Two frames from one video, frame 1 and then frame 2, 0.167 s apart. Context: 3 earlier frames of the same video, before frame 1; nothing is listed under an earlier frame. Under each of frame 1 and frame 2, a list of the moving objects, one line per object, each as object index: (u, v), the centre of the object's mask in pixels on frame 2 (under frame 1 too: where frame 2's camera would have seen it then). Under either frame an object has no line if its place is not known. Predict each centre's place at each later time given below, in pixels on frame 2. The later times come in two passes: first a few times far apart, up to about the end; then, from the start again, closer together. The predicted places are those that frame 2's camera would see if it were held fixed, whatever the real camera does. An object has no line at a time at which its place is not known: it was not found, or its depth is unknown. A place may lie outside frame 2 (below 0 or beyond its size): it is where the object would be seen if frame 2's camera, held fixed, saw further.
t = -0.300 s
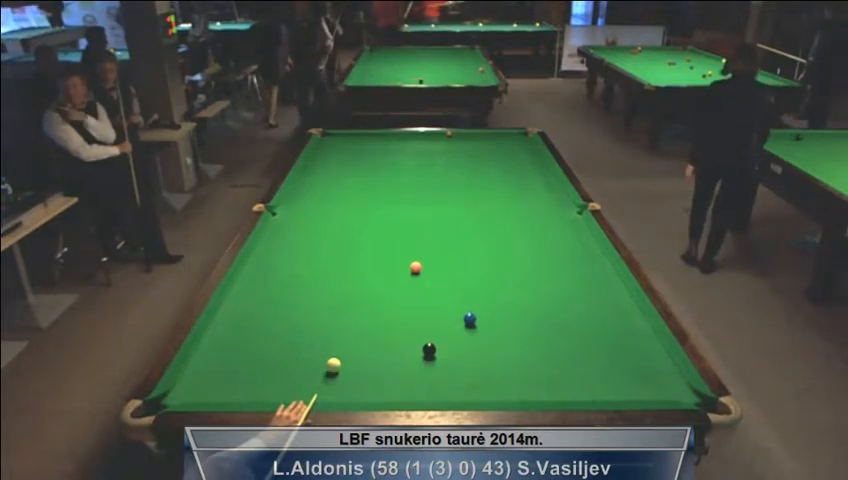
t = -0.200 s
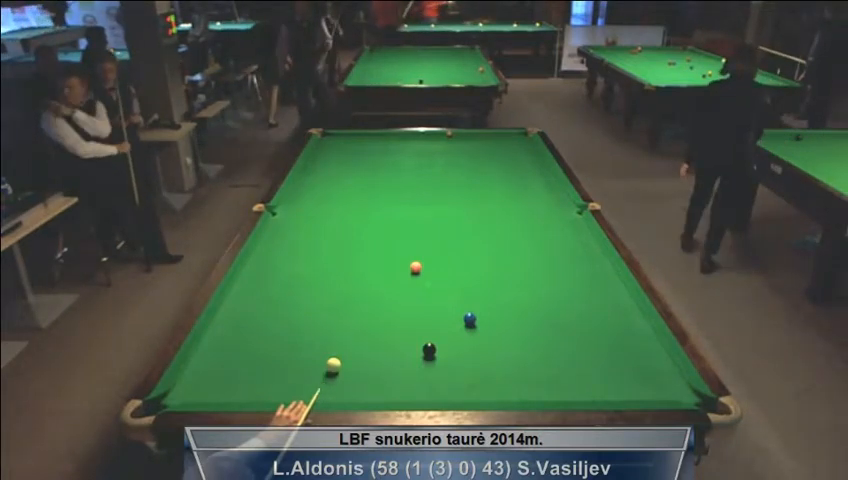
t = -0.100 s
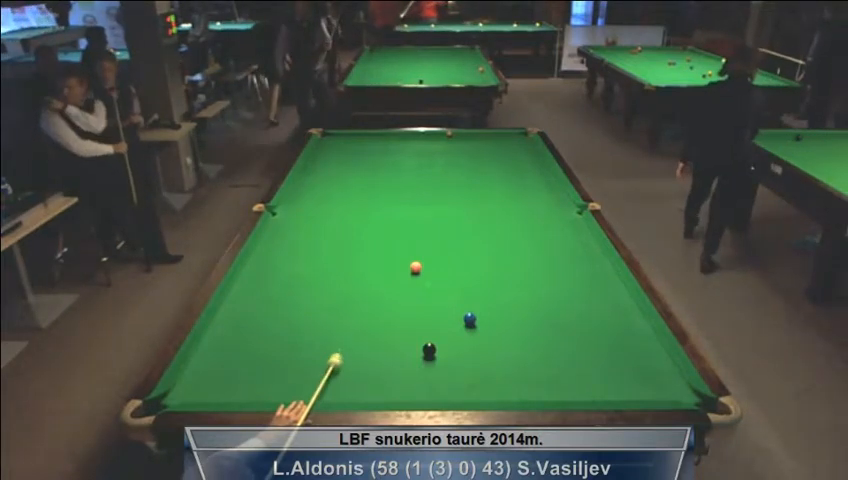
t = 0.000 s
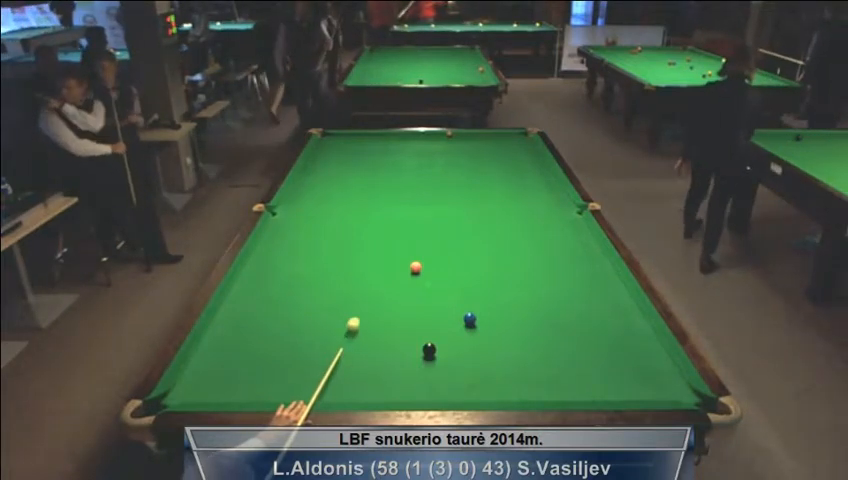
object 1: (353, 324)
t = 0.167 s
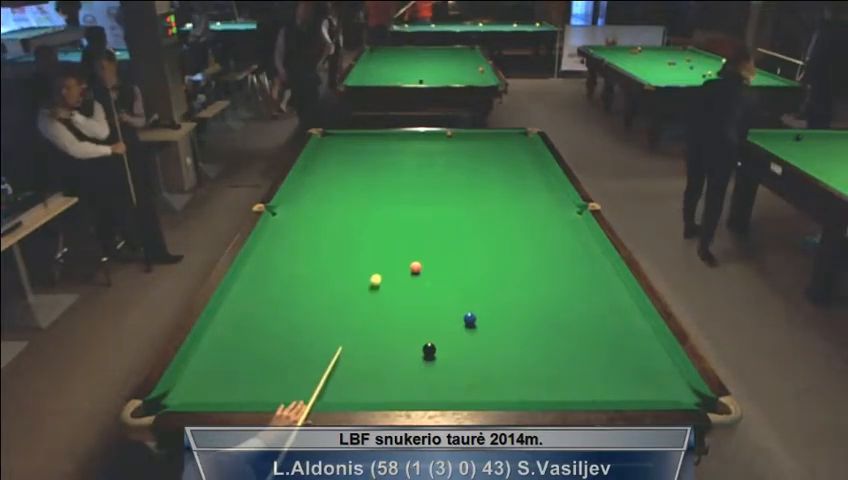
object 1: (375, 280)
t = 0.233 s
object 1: (382, 266)
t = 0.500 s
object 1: (405, 221)
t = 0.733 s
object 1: (420, 191)
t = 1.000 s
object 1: (433, 164)
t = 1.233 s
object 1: (442, 146)
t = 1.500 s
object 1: (441, 137)
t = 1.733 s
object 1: (427, 139)
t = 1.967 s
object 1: (414, 140)
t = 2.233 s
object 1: (403, 141)
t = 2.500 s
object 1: (392, 141)
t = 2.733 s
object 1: (382, 142)
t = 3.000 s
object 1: (372, 143)
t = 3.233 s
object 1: (364, 144)
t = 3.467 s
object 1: (356, 144)
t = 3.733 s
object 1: (349, 144)
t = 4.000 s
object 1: (343, 145)
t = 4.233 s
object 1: (338, 146)
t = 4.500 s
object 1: (333, 146)
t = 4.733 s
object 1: (330, 146)
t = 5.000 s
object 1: (327, 146)
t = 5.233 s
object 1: (325, 146)
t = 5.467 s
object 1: (323, 146)
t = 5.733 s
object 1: (323, 146)
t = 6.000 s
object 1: (323, 146)
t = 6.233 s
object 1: (323, 147)
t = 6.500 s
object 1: (323, 147)
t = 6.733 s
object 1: (323, 147)
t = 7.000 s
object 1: (323, 147)
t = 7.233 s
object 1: (323, 147)
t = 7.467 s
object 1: (323, 147)
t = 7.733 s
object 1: (323, 147)
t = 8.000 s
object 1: (323, 147)
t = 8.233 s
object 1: (323, 147)
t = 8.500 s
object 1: (322, 147)
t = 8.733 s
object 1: (322, 147)
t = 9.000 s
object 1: (323, 147)
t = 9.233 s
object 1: (323, 147)
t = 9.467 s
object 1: (323, 147)
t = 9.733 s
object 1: (323, 147)
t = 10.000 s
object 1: (322, 147)
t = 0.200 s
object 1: (379, 273)
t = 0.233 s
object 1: (382, 266)
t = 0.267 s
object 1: (386, 259)
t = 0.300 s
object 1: (389, 253)
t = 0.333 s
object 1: (392, 247)
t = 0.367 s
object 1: (394, 242)
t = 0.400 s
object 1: (398, 236)
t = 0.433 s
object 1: (400, 231)
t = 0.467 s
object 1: (403, 226)
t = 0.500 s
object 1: (405, 221)
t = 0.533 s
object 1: (407, 216)
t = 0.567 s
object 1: (410, 211)
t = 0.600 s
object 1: (412, 207)
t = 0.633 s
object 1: (414, 203)
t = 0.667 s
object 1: (416, 199)
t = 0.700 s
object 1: (418, 195)
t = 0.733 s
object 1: (420, 191)
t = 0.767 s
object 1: (422, 187)
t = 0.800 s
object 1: (424, 184)
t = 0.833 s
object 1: (425, 180)
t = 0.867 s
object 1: (427, 177)
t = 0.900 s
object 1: (429, 173)
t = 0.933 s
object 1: (430, 170)
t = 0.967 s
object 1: (432, 167)
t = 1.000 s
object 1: (433, 164)
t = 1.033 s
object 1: (434, 161)
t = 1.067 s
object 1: (435, 158)
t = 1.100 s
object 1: (437, 156)
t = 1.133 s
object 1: (438, 153)
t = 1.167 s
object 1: (440, 150)
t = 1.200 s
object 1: (441, 148)
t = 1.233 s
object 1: (442, 146)
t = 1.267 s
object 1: (443, 143)
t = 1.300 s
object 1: (444, 141)
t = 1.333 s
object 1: (445, 139)
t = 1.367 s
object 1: (446, 137)
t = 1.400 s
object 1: (447, 135)
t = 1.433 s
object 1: (446, 135)
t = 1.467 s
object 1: (443, 136)
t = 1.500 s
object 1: (441, 137)
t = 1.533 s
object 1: (438, 137)
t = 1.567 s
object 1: (436, 138)
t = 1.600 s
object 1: (434, 138)
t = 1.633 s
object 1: (432, 138)
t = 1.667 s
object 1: (430, 138)
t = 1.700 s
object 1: (429, 138)
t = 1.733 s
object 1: (427, 139)
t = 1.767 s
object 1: (425, 139)
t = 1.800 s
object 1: (423, 139)
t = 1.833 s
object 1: (422, 139)
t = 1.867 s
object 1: (420, 139)
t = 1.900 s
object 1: (418, 139)
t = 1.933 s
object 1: (417, 140)
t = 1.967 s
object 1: (414, 140)
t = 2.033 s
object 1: (412, 140)
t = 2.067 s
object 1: (411, 140)
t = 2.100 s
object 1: (409, 140)
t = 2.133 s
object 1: (407, 140)
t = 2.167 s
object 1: (406, 140)
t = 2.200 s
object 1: (404, 140)
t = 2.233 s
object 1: (403, 141)
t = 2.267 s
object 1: (401, 141)
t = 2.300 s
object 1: (400, 141)
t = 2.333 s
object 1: (399, 141)
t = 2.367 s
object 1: (397, 141)
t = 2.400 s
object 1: (396, 141)
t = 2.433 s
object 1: (394, 141)
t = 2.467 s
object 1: (393, 141)
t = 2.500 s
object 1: (392, 141)
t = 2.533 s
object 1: (390, 142)
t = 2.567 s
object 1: (387, 142)
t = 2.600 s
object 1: (386, 142)
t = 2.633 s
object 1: (385, 142)
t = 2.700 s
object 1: (383, 142)
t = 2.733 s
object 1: (382, 142)
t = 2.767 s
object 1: (381, 142)
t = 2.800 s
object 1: (379, 143)
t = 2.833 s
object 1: (378, 142)
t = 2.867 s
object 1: (377, 143)
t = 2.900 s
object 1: (376, 143)
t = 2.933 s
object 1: (374, 143)
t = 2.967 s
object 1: (373, 143)
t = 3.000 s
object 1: (372, 143)
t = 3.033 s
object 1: (371, 143)
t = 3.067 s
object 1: (370, 143)
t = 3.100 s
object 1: (368, 143)
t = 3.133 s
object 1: (368, 143)
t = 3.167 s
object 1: (366, 143)
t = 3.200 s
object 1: (365, 143)
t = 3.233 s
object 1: (364, 144)
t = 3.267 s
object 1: (363, 144)
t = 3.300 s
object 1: (362, 144)
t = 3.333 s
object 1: (361, 144)
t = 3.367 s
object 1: (360, 144)
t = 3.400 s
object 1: (359, 144)
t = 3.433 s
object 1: (358, 144)
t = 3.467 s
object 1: (356, 144)
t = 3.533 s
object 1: (355, 144)
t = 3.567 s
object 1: (354, 144)
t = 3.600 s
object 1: (353, 145)
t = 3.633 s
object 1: (352, 144)
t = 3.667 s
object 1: (351, 144)
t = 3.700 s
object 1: (350, 144)
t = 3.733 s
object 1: (349, 144)
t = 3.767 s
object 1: (349, 145)
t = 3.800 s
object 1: (348, 145)
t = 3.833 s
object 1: (347, 145)
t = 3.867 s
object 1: (345, 145)
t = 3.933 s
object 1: (345, 145)
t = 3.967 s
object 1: (344, 145)
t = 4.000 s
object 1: (343, 145)
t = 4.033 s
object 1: (342, 145)
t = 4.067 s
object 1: (341, 145)
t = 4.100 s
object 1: (341, 146)
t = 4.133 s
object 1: (340, 145)
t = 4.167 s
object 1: (339, 145)
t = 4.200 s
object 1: (339, 146)
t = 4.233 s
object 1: (338, 146)
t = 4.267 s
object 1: (337, 146)
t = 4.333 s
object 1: (336, 146)
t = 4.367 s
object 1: (335, 146)
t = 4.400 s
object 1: (335, 146)
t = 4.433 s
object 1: (334, 146)
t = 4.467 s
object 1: (333, 146)
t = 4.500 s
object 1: (333, 146)
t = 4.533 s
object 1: (333, 146)
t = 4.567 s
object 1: (332, 146)
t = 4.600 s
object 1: (332, 146)
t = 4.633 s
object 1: (331, 146)
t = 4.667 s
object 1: (330, 146)
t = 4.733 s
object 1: (330, 146)
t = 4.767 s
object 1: (329, 146)
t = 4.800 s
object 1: (329, 146)
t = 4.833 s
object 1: (328, 146)
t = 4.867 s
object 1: (328, 146)
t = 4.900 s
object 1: (328, 146)
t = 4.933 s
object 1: (327, 146)
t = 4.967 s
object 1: (327, 146)
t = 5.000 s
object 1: (327, 146)
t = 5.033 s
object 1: (326, 146)
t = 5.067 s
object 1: (326, 147)
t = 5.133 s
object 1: (326, 147)
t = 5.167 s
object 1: (325, 147)
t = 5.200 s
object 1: (325, 147)
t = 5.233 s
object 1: (325, 146)
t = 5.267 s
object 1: (325, 146)
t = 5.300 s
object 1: (324, 147)
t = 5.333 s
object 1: (324, 147)
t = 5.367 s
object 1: (324, 146)
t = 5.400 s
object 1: (324, 146)
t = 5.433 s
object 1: (324, 146)
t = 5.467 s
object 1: (323, 146)
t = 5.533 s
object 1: (323, 146)
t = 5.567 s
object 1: (323, 146)
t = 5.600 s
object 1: (323, 146)
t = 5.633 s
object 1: (323, 146)
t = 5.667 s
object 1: (323, 146)
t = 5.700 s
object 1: (323, 146)
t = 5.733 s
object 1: (323, 146)
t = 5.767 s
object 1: (323, 146)
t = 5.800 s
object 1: (323, 146)
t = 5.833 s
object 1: (323, 146)
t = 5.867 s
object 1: (323, 146)
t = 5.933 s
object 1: (323, 146)
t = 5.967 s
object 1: (323, 146)
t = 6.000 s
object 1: (323, 146)
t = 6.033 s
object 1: (323, 147)
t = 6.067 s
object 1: (323, 147)
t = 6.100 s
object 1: (323, 146)
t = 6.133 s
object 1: (323, 146)
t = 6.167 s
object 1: (323, 146)
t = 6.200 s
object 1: (323, 146)
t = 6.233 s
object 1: (323, 147)
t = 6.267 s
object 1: (323, 147)
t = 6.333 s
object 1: (323, 147)
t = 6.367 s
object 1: (323, 147)
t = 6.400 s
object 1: (323, 147)
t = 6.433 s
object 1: (323, 147)
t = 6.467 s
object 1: (323, 147)
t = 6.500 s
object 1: (323, 147)
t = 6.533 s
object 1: (323, 147)
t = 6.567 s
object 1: (323, 147)
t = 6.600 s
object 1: (323, 147)
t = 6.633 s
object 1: (323, 147)
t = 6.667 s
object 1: (323, 147)
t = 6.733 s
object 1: (323, 147)
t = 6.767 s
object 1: (323, 147)
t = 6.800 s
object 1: (323, 147)
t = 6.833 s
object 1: (323, 147)
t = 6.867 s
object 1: (323, 147)
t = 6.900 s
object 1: (323, 147)
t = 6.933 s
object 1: (323, 147)
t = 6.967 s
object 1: (323, 147)
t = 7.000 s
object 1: (323, 147)
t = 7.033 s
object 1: (323, 147)
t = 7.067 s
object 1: (323, 147)
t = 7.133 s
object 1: (323, 147)
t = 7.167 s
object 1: (323, 147)
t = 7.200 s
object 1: (323, 147)
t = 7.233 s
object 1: (323, 147)
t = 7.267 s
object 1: (323, 147)
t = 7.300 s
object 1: (323, 147)
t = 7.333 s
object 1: (323, 147)
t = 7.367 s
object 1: (323, 147)
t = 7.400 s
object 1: (323, 147)
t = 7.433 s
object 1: (323, 147)
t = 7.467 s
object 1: (323, 147)
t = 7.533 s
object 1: (323, 147)
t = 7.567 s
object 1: (323, 147)
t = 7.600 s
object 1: (323, 147)
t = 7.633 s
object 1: (323, 147)
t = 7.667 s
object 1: (323, 147)
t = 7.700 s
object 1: (323, 147)
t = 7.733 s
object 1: (323, 147)
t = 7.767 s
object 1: (323, 147)
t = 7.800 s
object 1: (323, 147)
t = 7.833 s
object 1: (323, 147)
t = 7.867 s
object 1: (323, 147)
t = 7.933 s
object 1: (323, 147)
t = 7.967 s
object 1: (323, 147)
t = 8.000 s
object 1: (323, 147)
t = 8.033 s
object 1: (323, 147)
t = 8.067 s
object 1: (323, 147)
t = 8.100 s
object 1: (323, 147)
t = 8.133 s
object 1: (323, 147)
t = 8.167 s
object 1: (323, 147)
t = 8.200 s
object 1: (323, 147)
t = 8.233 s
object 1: (323, 147)
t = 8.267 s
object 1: (323, 147)
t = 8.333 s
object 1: (322, 147)
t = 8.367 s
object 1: (323, 147)
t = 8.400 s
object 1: (322, 147)
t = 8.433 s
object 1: (322, 147)
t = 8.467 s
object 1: (322, 147)
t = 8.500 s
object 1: (322, 147)
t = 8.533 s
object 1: (322, 147)
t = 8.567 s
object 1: (322, 147)
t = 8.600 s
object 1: (322, 147)
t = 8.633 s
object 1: (322, 147)
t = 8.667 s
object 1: (322, 147)
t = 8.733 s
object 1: (322, 147)
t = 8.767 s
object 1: (323, 147)
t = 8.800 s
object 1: (322, 147)
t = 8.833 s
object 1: (323, 147)
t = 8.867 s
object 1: (323, 147)
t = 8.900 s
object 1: (323, 147)
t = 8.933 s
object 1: (323, 147)
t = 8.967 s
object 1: (322, 147)
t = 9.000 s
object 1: (323, 147)
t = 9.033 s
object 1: (323, 147)
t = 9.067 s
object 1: (323, 147)
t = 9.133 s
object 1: (323, 147)
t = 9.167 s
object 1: (323, 147)
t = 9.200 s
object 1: (323, 147)
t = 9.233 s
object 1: (323, 147)
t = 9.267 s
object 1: (323, 147)
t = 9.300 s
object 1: (323, 147)
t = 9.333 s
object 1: (323, 147)
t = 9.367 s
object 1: (323, 147)
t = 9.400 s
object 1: (323, 147)
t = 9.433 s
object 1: (323, 147)
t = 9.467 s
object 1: (323, 147)
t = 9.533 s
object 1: (323, 147)
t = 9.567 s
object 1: (323, 147)
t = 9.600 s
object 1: (323, 147)
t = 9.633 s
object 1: (323, 147)
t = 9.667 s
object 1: (323, 147)
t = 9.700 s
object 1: (322, 147)
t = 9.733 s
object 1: (323, 147)
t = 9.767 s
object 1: (323, 147)
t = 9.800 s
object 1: (322, 147)
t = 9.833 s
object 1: (323, 147)
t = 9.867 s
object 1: (323, 147)
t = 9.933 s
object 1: (323, 147)
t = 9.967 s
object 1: (323, 147)
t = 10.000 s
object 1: (322, 147)
